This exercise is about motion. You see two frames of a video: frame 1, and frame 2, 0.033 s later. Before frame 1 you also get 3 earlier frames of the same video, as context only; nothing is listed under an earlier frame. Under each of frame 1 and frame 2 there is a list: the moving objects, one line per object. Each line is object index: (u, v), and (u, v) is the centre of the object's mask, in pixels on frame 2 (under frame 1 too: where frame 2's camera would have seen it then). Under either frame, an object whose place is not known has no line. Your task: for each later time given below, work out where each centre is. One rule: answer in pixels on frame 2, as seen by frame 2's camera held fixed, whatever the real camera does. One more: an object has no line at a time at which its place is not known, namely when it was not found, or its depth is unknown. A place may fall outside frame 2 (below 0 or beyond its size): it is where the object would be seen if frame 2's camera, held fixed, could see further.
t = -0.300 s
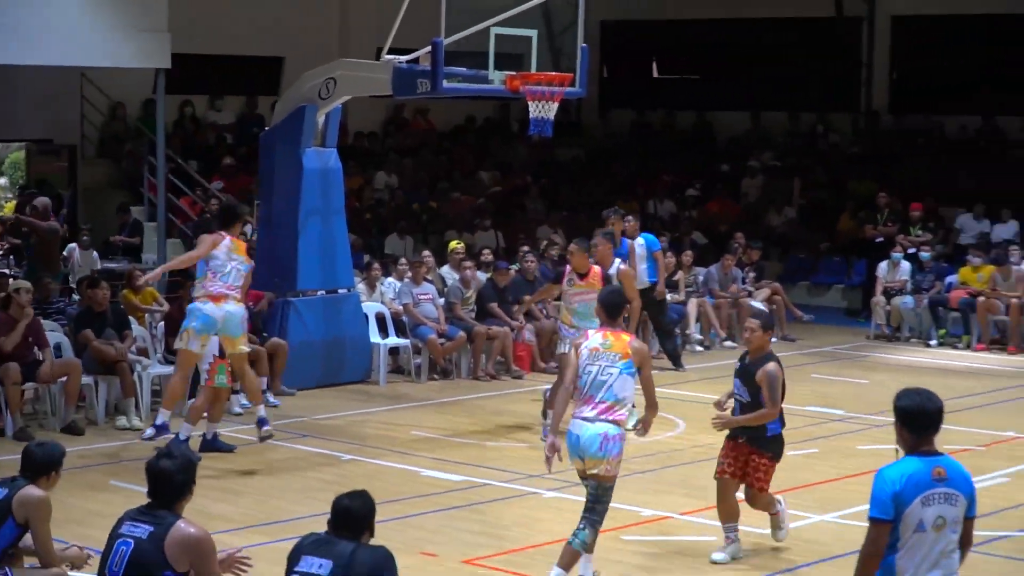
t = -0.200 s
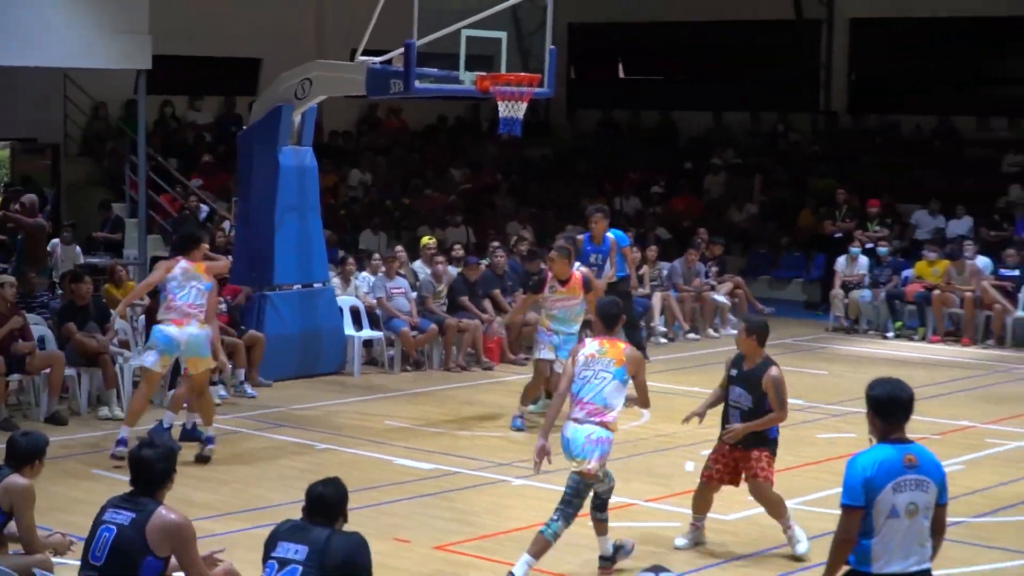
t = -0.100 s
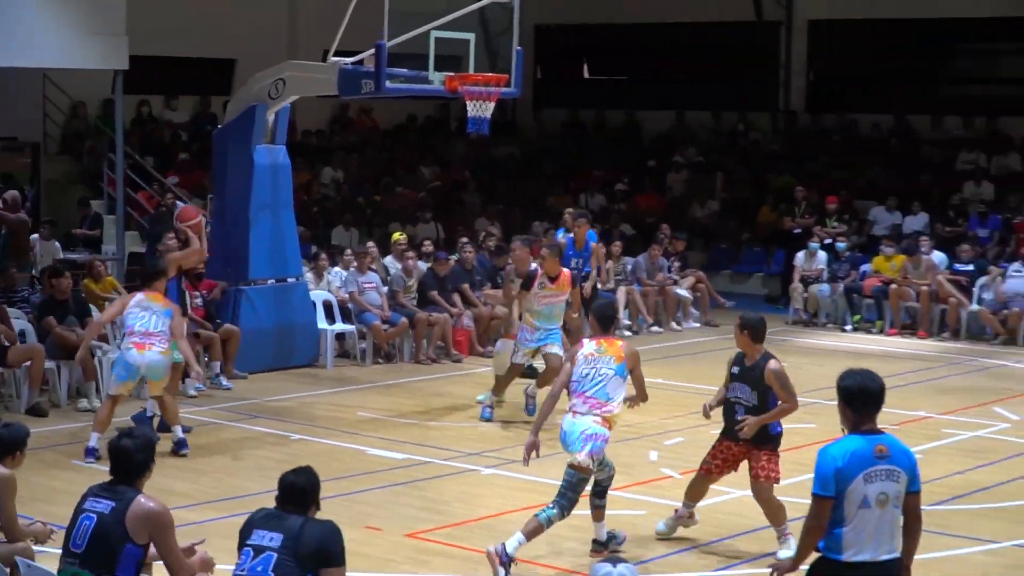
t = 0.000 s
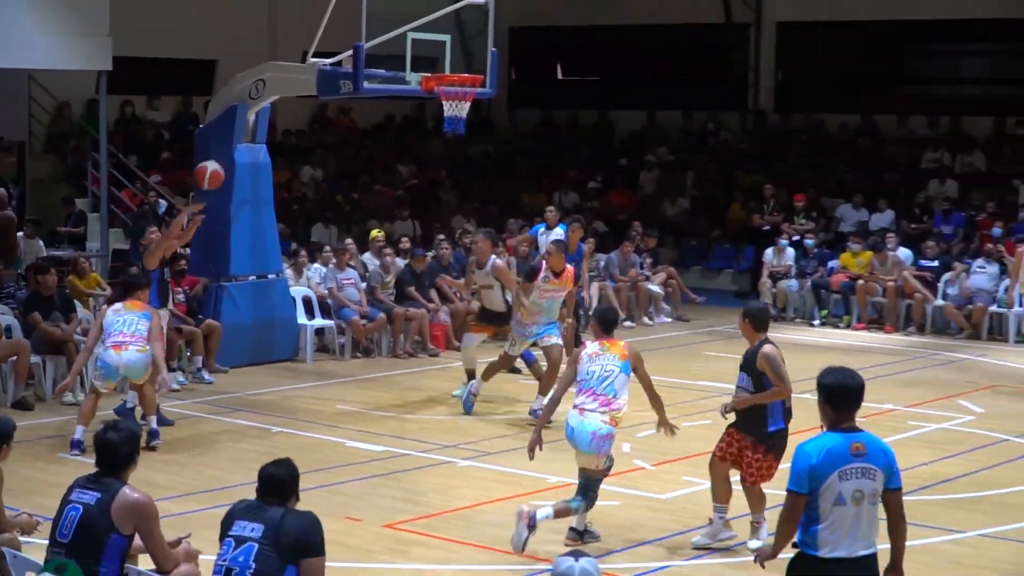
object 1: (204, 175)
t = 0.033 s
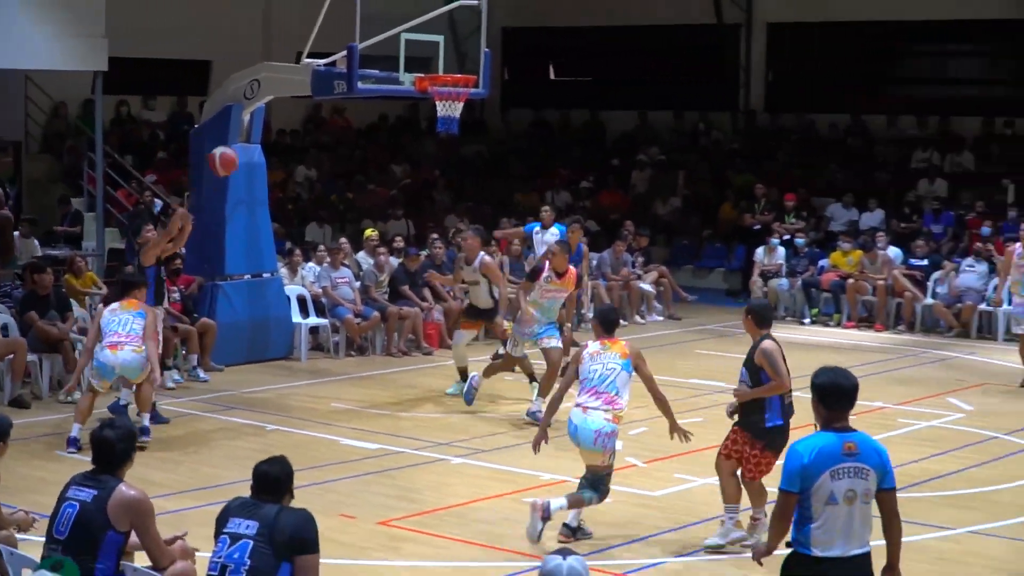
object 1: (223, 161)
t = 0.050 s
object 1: (234, 154)
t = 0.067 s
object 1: (243, 148)
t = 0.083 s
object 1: (253, 142)
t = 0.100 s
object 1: (263, 136)
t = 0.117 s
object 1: (274, 131)
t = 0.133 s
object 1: (284, 126)
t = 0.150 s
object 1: (294, 121)
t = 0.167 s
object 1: (305, 116)
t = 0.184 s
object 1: (316, 112)
